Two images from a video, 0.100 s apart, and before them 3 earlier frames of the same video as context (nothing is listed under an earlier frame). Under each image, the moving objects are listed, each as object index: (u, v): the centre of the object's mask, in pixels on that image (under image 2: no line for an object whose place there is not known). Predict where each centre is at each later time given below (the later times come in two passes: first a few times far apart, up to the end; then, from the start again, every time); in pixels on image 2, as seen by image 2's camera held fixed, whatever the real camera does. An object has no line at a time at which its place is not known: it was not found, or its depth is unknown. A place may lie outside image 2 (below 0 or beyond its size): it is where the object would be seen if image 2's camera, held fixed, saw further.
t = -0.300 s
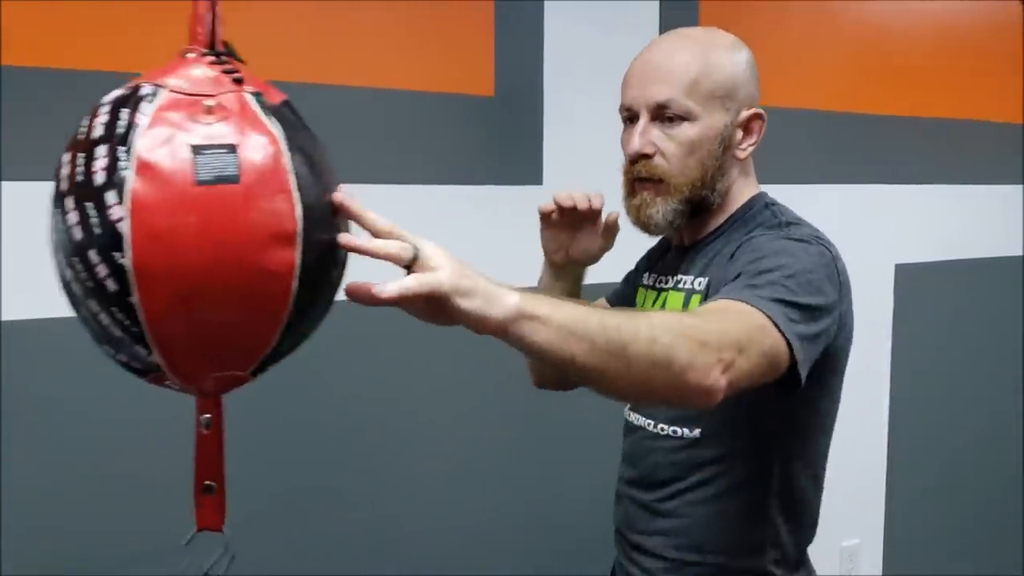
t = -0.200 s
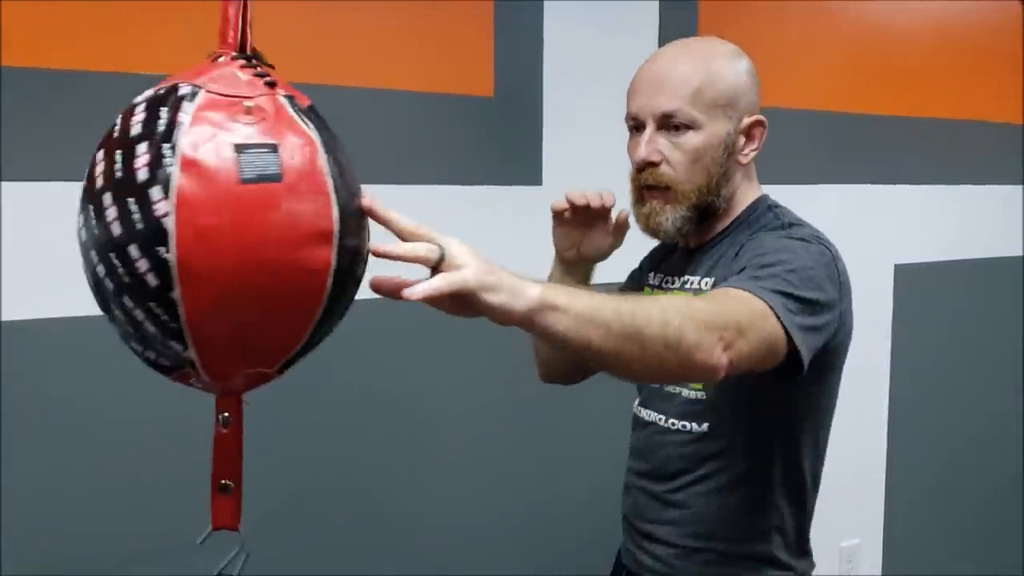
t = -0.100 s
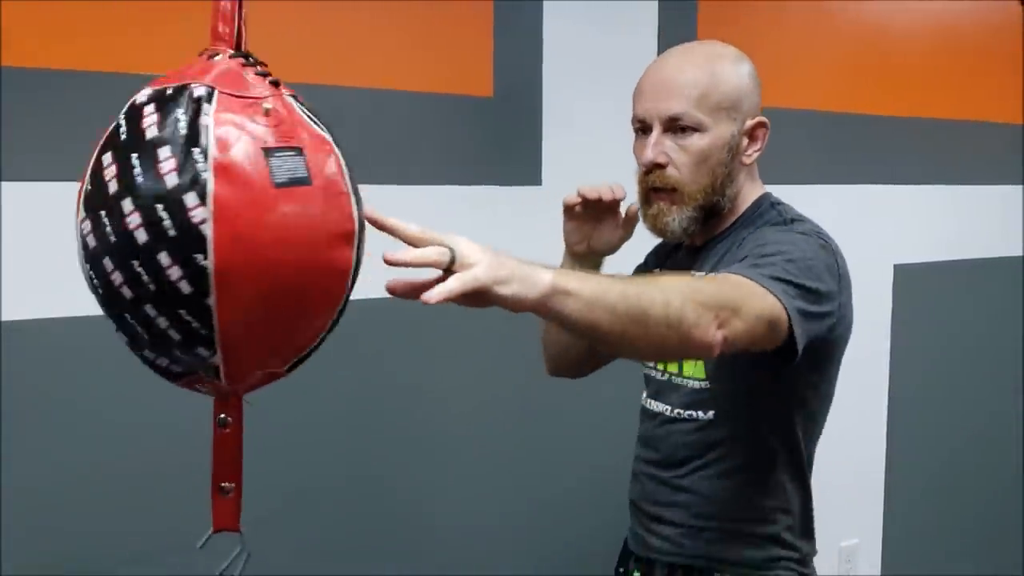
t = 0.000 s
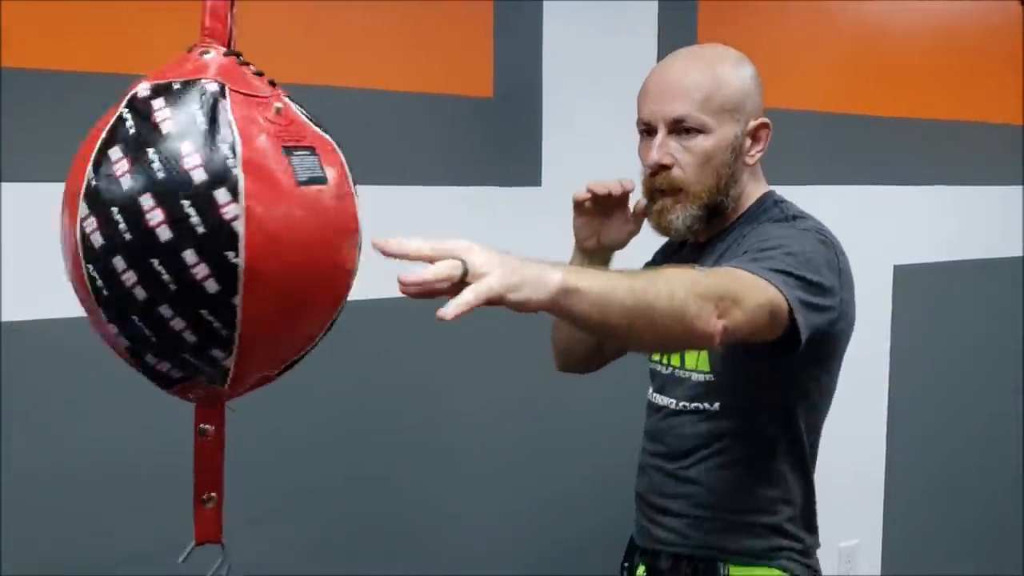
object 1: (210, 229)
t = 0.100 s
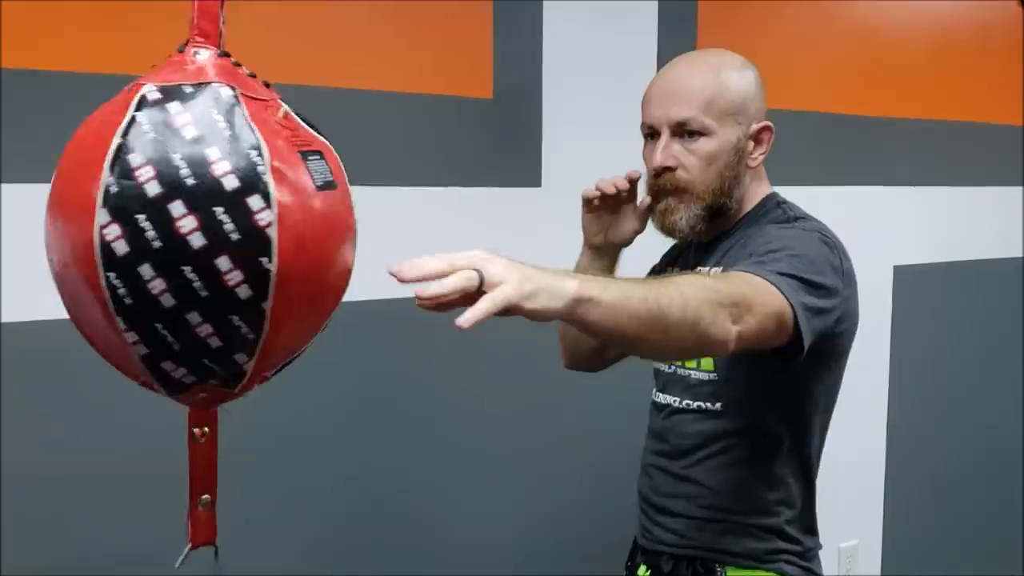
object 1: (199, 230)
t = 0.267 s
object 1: (207, 230)
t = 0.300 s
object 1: (212, 230)
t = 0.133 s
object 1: (199, 230)
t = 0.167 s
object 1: (200, 230)
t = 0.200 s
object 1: (201, 230)
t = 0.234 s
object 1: (204, 230)
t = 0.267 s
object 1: (207, 230)
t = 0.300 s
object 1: (212, 230)
